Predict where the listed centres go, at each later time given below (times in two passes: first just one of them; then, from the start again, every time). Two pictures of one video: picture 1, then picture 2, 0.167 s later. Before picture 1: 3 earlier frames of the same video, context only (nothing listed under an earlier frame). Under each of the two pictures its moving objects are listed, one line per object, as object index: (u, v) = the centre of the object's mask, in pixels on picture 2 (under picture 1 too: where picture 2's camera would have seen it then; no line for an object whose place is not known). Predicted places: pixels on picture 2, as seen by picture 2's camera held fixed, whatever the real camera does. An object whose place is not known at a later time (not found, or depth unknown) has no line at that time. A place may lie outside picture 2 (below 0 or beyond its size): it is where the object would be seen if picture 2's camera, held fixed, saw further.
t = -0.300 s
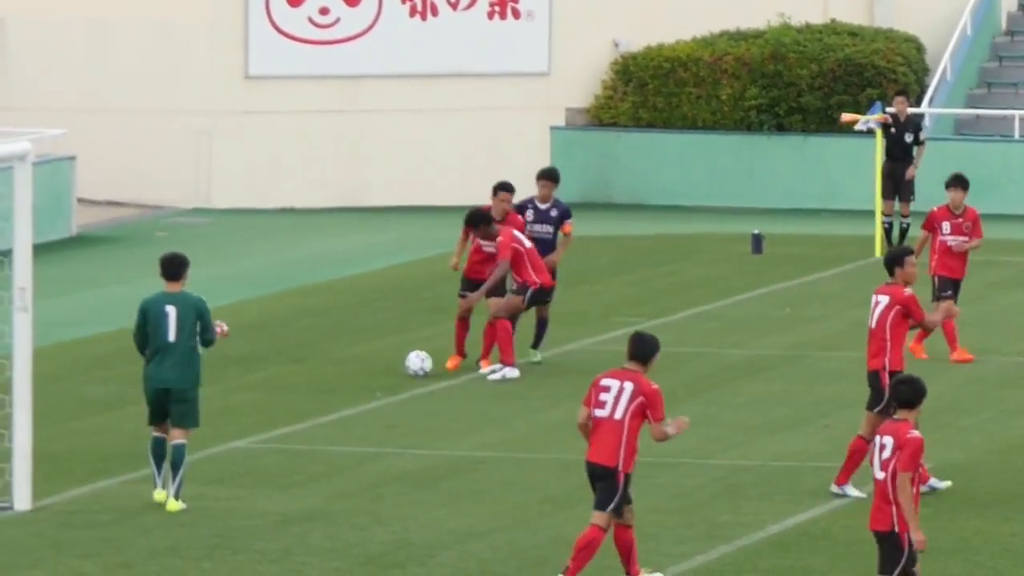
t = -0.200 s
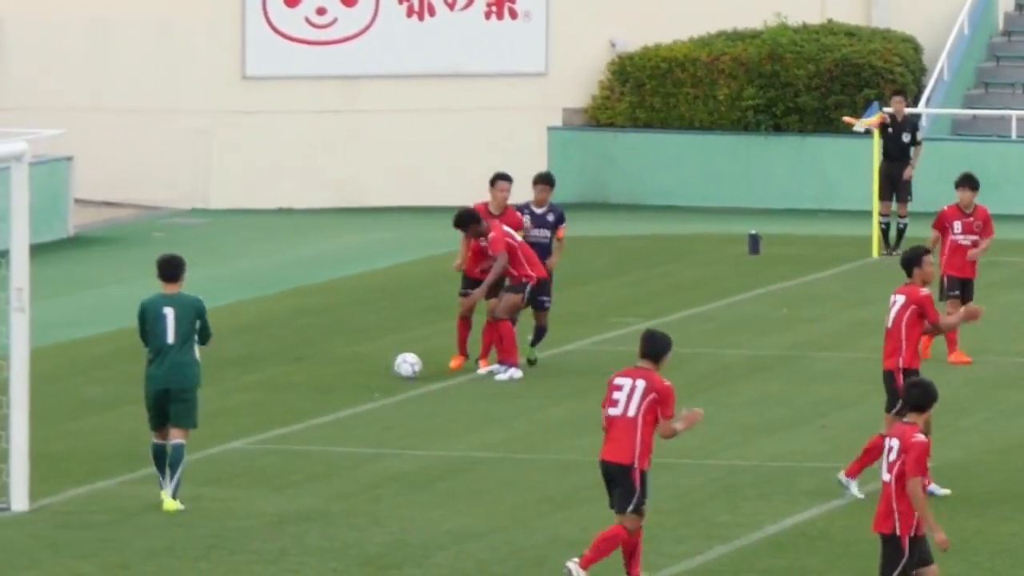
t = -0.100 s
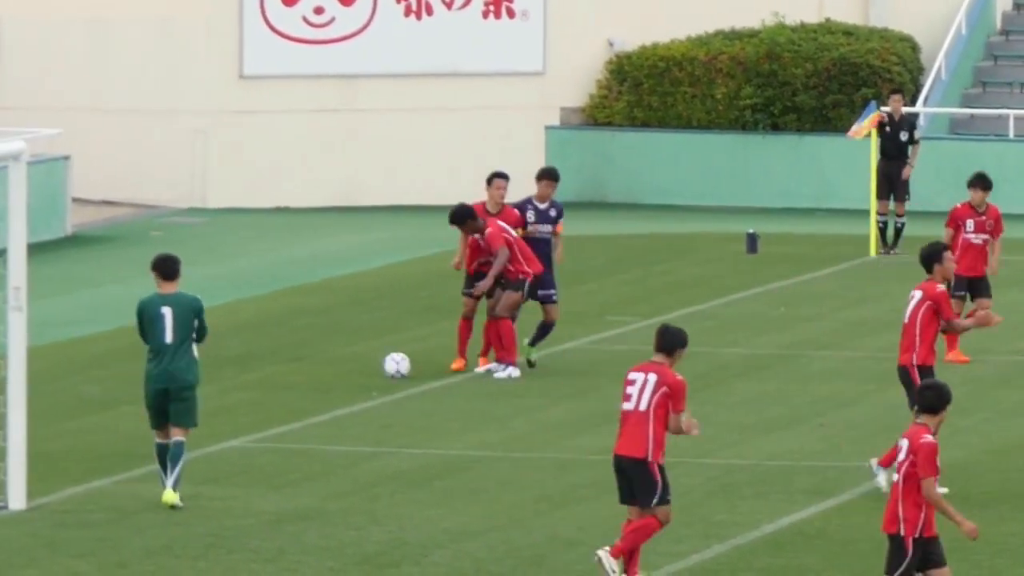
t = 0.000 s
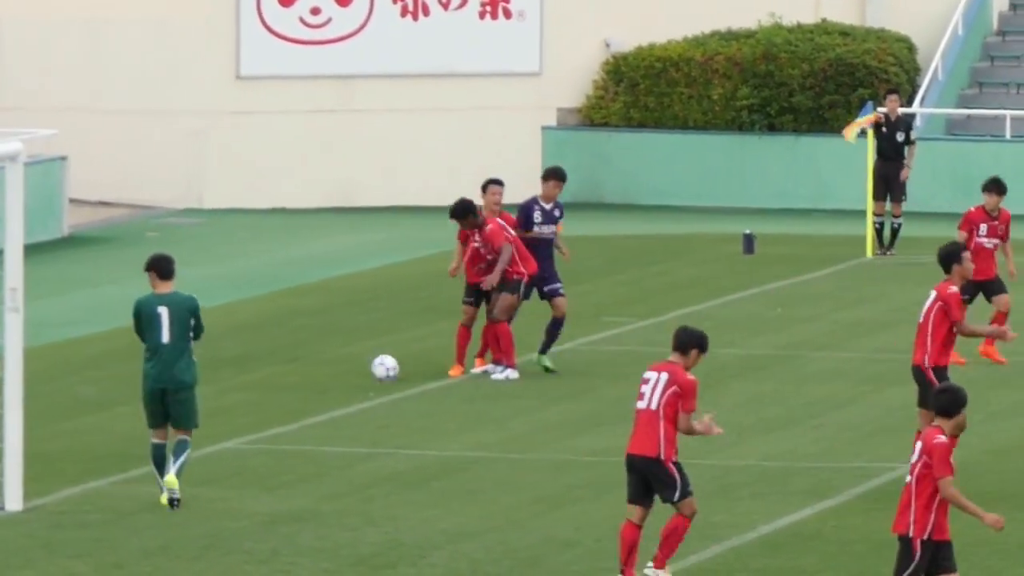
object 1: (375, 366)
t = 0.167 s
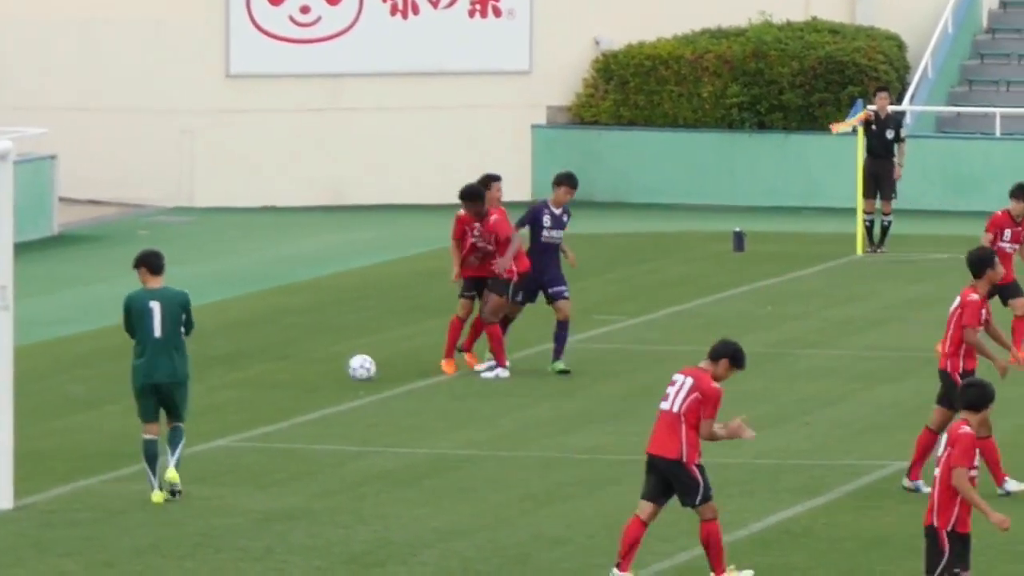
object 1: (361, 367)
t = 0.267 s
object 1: (354, 368)
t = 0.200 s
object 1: (359, 368)
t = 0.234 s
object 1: (357, 368)
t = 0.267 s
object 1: (354, 368)
